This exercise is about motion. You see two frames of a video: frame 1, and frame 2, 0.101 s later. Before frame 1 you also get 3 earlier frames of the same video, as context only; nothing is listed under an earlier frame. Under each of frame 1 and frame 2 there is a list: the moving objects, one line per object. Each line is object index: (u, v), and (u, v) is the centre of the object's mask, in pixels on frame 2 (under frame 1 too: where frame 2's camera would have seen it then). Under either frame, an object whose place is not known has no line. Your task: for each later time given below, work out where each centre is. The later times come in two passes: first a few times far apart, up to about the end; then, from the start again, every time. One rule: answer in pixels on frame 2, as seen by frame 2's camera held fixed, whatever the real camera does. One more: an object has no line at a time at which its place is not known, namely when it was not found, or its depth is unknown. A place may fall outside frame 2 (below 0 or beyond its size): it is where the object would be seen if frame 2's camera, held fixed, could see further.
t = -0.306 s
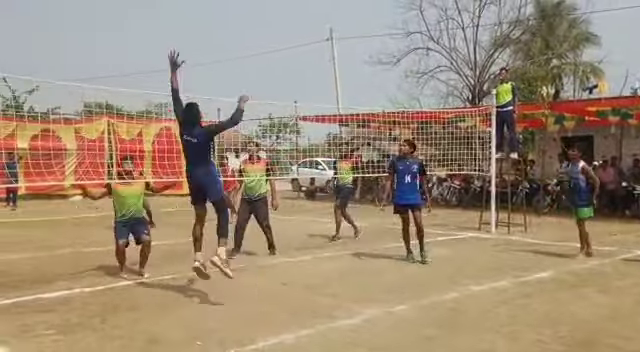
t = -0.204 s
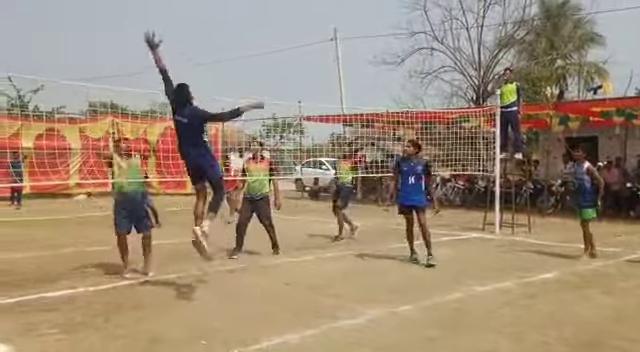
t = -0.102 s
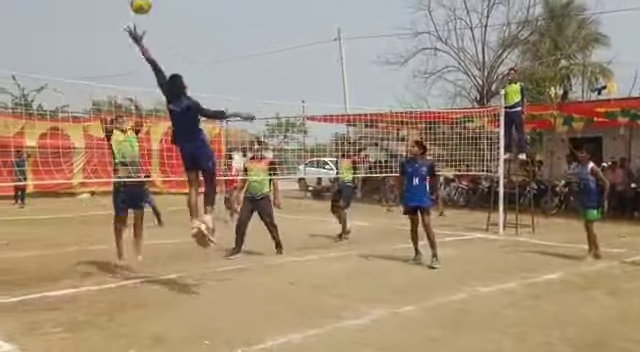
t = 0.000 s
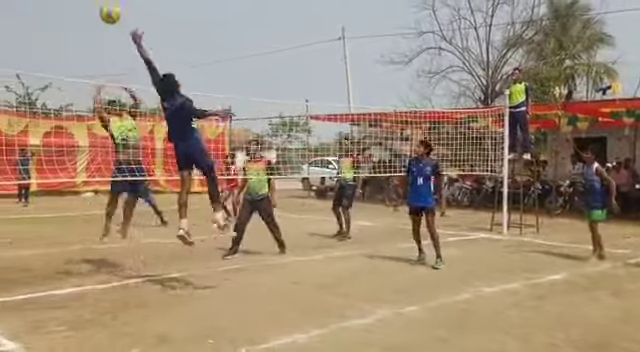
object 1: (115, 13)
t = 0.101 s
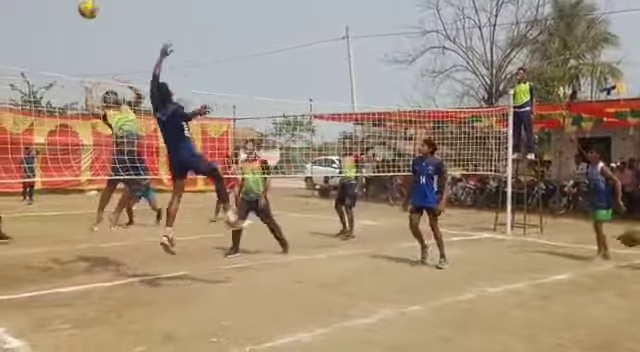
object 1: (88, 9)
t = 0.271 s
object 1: (44, 24)
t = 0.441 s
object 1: (5, 64)
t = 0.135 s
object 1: (79, 9)
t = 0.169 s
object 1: (70, 11)
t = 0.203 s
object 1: (61, 15)
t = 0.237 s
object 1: (53, 19)
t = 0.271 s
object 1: (44, 24)
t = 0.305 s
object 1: (36, 30)
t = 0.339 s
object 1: (28, 37)
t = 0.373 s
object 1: (19, 45)
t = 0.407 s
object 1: (11, 54)
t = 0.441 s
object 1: (5, 64)
